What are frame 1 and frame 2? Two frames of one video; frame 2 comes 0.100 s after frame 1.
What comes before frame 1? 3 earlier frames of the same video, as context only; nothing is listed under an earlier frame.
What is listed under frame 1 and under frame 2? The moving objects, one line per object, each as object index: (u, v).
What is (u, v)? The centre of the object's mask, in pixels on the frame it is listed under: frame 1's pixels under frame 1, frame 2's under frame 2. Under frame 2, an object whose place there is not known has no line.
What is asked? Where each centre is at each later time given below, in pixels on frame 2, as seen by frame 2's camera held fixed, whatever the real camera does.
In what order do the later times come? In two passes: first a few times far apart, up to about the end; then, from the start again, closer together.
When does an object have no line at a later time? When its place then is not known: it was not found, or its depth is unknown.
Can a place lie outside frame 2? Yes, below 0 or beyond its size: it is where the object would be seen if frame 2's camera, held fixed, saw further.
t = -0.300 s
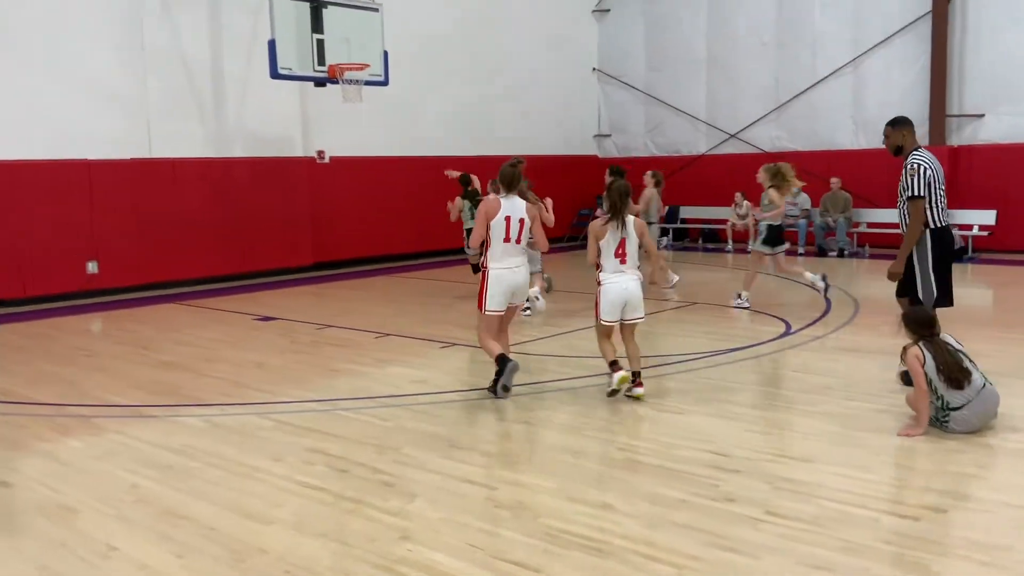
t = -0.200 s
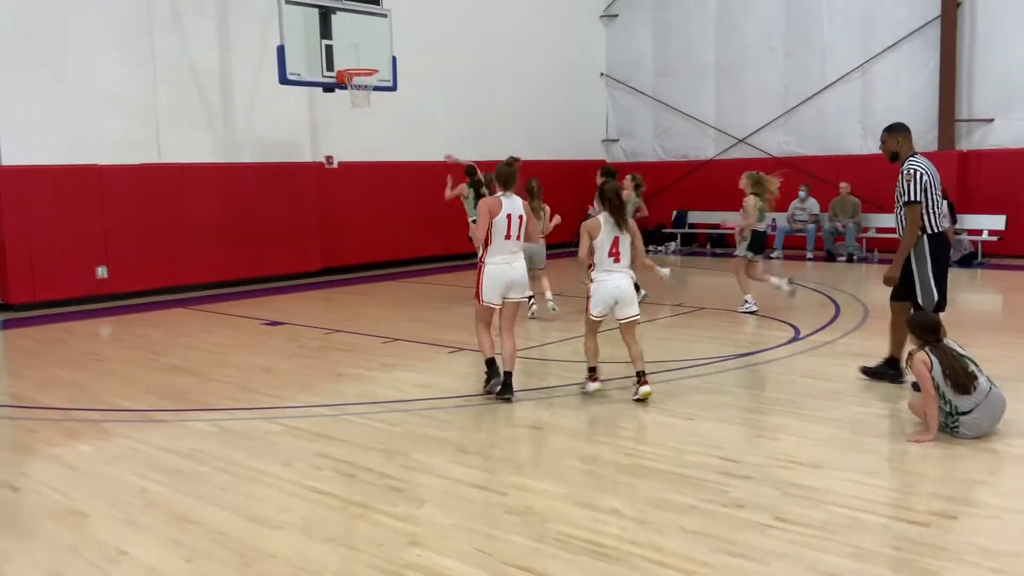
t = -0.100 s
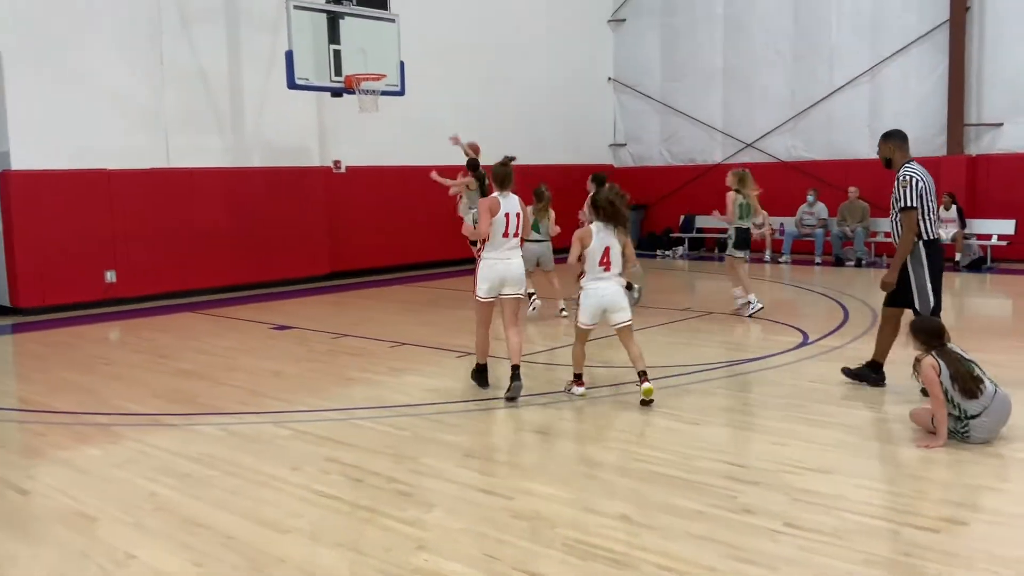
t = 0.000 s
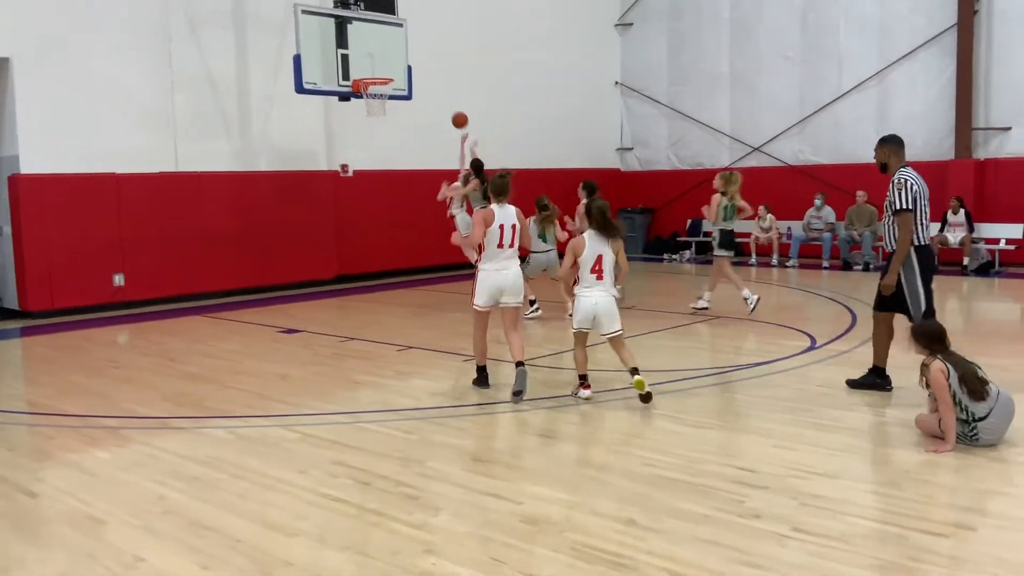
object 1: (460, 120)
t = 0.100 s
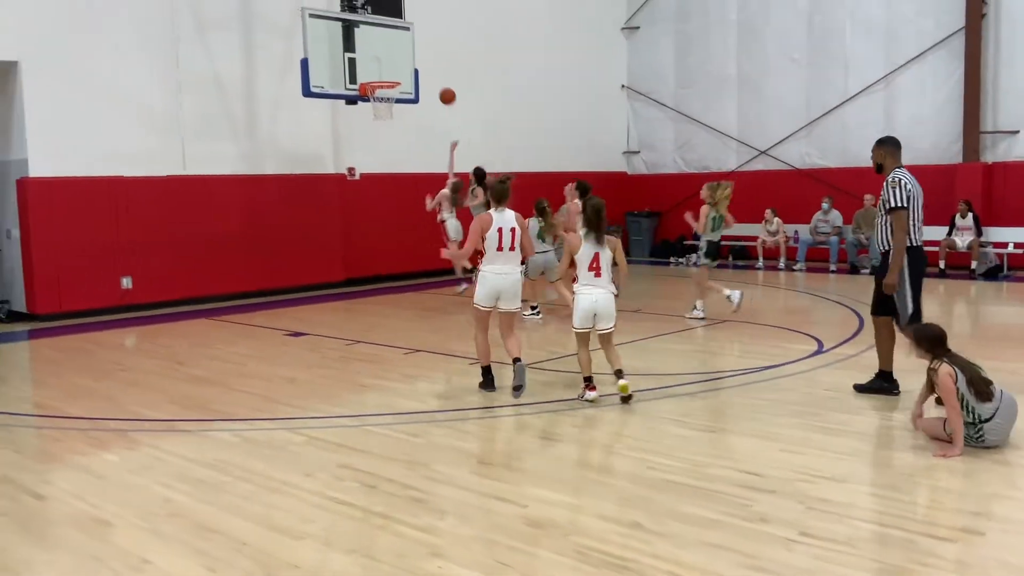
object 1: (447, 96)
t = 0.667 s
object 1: (397, 73)
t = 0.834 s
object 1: (386, 74)
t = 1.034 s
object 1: (376, 86)
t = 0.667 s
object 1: (397, 73)
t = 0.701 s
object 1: (396, 74)
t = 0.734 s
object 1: (393, 73)
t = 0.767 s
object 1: (391, 73)
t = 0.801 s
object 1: (388, 73)
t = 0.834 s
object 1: (386, 74)
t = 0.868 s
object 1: (384, 76)
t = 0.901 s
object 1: (382, 76)
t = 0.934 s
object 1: (380, 76)
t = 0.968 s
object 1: (379, 79)
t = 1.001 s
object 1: (377, 82)
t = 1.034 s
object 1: (376, 86)
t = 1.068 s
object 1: (376, 89)
